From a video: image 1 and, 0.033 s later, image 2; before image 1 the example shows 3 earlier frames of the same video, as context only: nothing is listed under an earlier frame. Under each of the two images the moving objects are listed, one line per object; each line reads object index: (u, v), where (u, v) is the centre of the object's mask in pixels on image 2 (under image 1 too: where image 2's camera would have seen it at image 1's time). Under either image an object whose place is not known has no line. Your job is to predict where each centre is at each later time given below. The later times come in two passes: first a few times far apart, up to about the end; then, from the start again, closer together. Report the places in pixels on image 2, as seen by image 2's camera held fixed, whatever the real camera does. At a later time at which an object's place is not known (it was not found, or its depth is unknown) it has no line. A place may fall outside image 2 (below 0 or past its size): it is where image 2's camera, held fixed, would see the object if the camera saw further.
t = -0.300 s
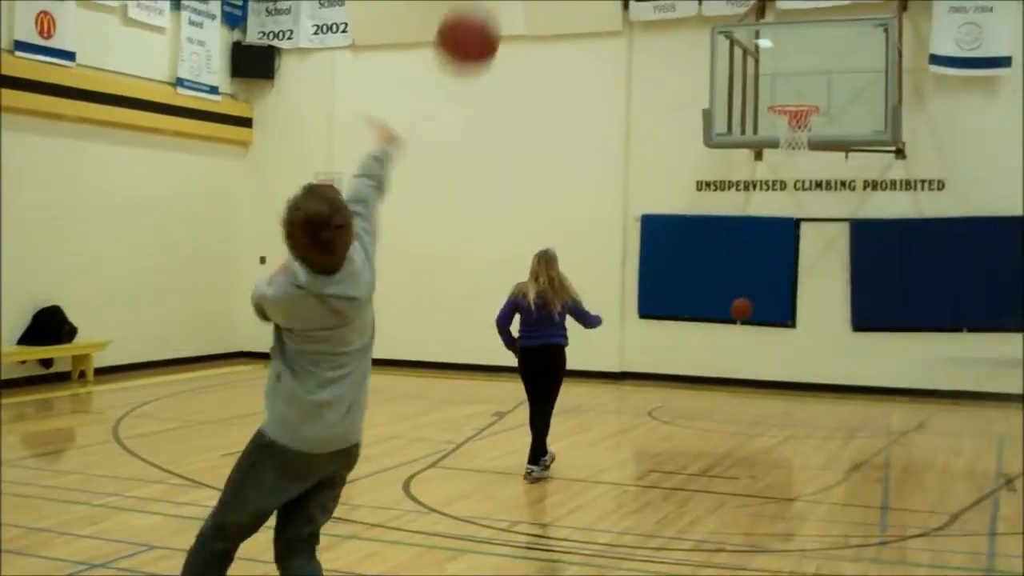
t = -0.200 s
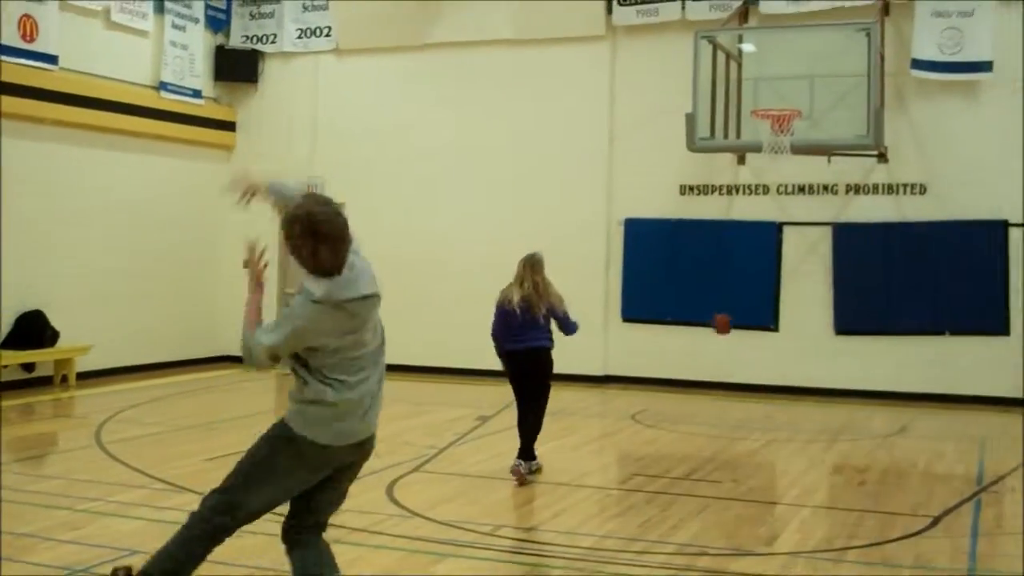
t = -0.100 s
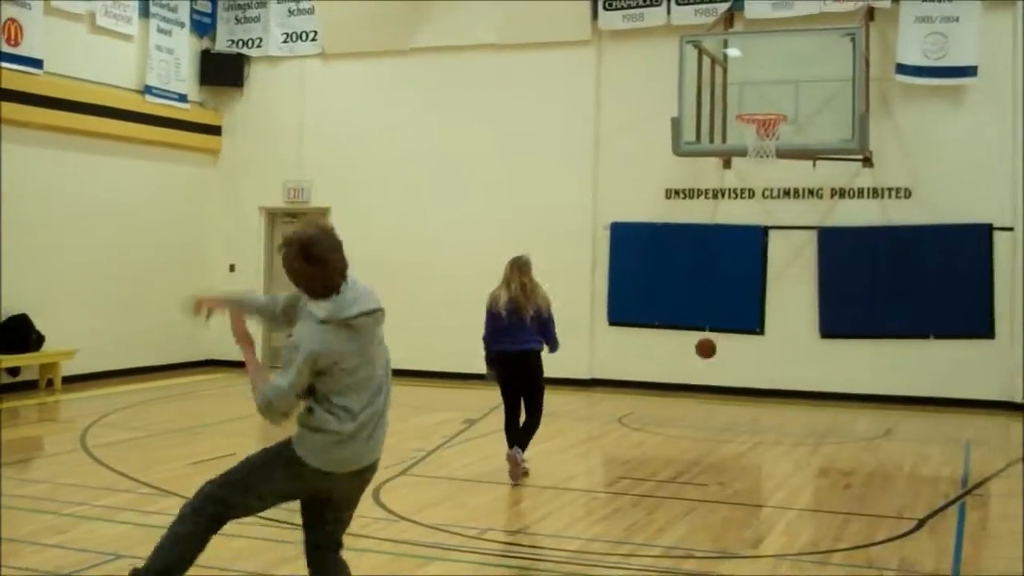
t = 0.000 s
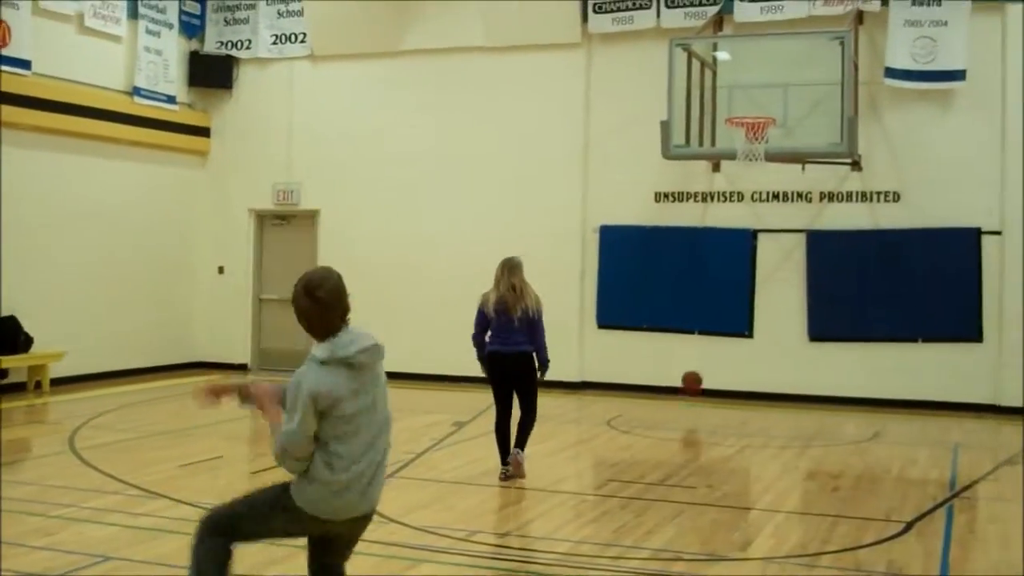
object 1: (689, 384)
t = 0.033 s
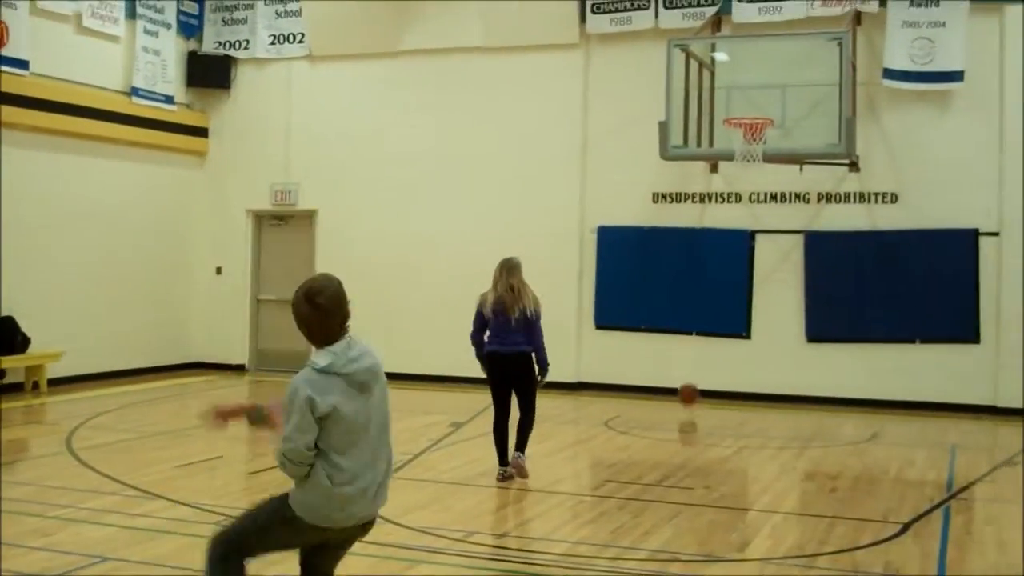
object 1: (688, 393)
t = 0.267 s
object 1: (682, 356)
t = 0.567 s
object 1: (673, 357)
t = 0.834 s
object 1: (665, 387)
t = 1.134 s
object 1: (658, 368)
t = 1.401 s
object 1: (651, 389)
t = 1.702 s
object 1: (643, 384)
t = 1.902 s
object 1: (638, 387)
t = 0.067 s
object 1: (688, 399)
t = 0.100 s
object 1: (687, 390)
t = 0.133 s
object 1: (686, 383)
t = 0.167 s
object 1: (685, 373)
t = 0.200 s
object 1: (684, 367)
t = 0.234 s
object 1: (683, 361)
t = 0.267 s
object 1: (682, 356)
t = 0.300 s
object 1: (682, 352)
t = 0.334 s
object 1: (681, 350)
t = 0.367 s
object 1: (680, 347)
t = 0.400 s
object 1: (679, 346)
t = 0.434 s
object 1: (678, 346)
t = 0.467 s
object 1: (677, 348)
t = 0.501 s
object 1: (676, 350)
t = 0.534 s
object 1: (674, 353)
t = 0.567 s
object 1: (673, 357)
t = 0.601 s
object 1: (673, 362)
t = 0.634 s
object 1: (671, 368)
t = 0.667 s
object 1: (670, 375)
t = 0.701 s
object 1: (669, 383)
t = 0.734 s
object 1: (668, 392)
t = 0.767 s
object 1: (666, 400)
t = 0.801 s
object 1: (665, 393)
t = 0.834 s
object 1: (665, 387)
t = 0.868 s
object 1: (664, 381)
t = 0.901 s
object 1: (664, 375)
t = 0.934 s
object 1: (663, 371)
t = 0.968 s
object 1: (662, 369)
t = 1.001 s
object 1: (661, 366)
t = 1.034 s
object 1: (660, 365)
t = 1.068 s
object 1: (660, 365)
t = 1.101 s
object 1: (659, 366)
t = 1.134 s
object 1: (658, 368)
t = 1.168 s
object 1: (657, 371)
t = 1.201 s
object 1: (656, 375)
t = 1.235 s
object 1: (655, 380)
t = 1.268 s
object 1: (654, 384)
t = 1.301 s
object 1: (653, 393)
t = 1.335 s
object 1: (653, 399)
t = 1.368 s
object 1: (652, 394)
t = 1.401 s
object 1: (651, 389)
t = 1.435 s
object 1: (650, 385)
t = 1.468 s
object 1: (649, 382)
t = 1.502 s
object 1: (649, 379)
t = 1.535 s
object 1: (648, 377)
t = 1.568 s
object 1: (647, 378)
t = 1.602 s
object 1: (646, 377)
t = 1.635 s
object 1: (645, 379)
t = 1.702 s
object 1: (643, 384)
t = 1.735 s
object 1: (642, 388)
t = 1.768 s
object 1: (641, 395)
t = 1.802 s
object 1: (640, 398)
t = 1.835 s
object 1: (639, 394)
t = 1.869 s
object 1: (639, 390)
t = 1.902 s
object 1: (638, 387)
